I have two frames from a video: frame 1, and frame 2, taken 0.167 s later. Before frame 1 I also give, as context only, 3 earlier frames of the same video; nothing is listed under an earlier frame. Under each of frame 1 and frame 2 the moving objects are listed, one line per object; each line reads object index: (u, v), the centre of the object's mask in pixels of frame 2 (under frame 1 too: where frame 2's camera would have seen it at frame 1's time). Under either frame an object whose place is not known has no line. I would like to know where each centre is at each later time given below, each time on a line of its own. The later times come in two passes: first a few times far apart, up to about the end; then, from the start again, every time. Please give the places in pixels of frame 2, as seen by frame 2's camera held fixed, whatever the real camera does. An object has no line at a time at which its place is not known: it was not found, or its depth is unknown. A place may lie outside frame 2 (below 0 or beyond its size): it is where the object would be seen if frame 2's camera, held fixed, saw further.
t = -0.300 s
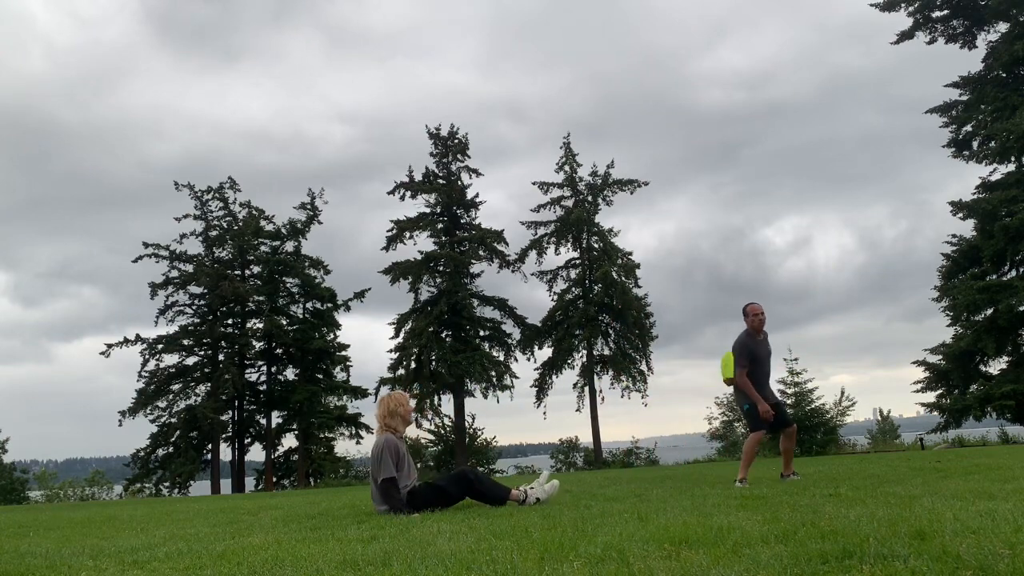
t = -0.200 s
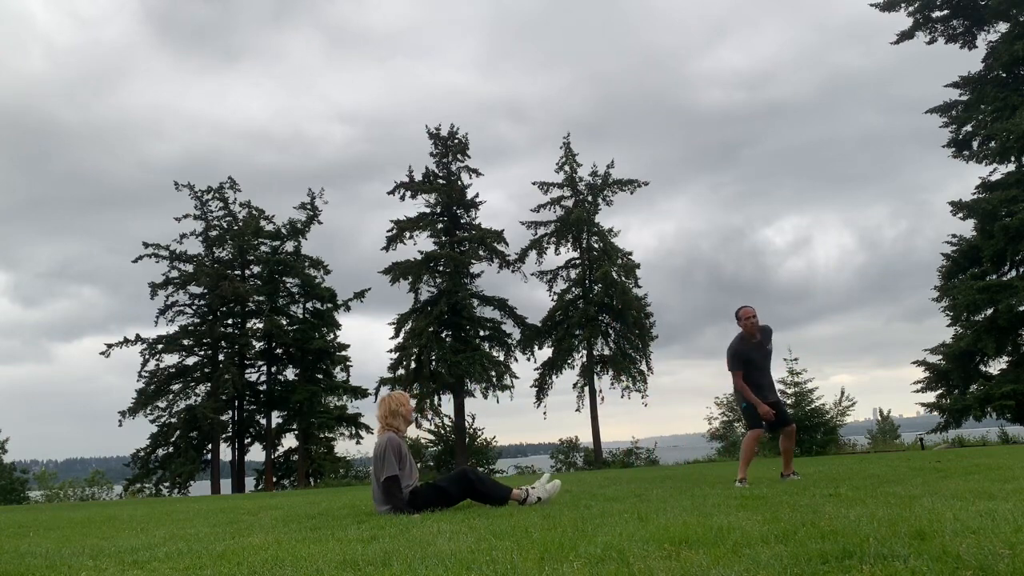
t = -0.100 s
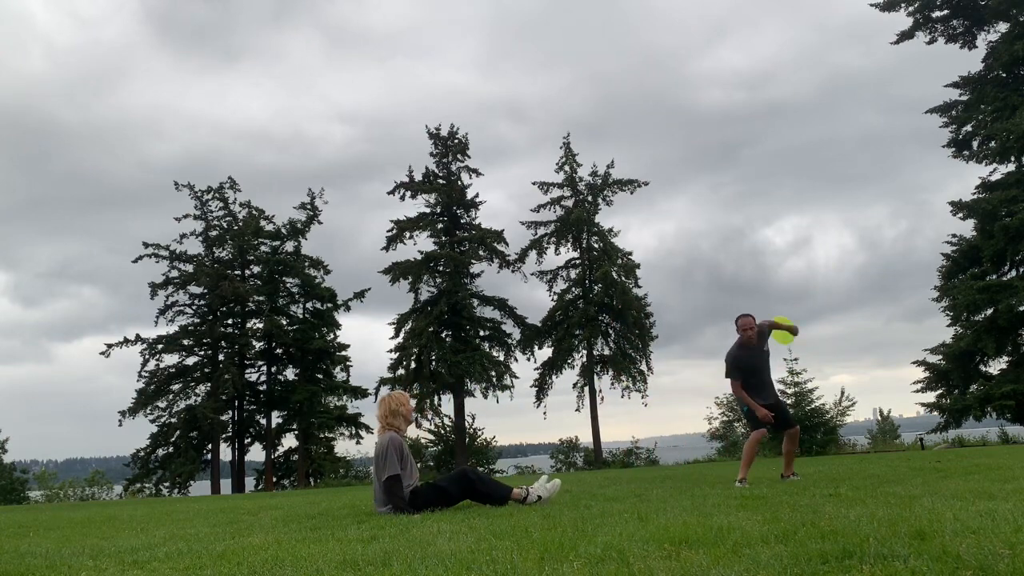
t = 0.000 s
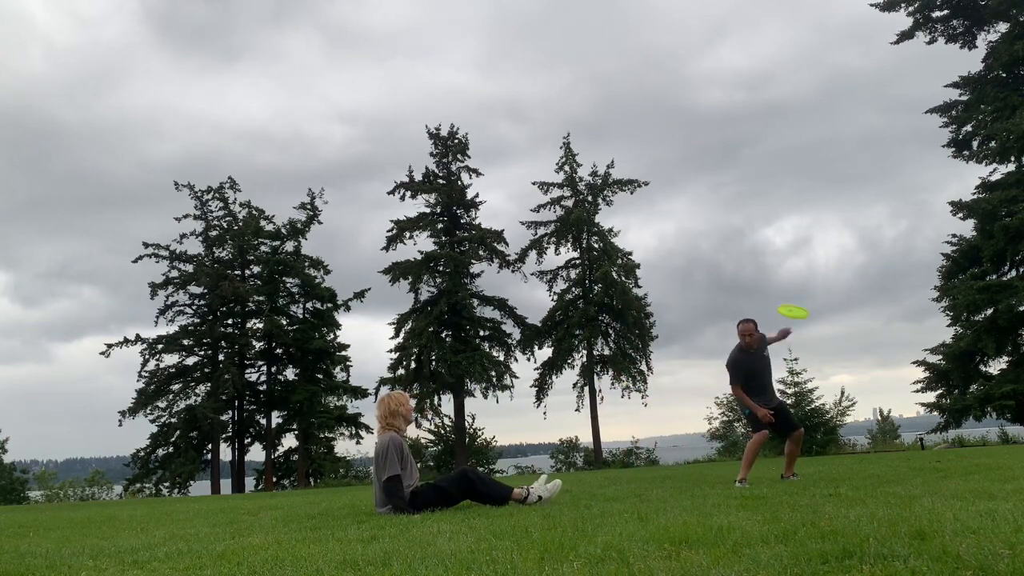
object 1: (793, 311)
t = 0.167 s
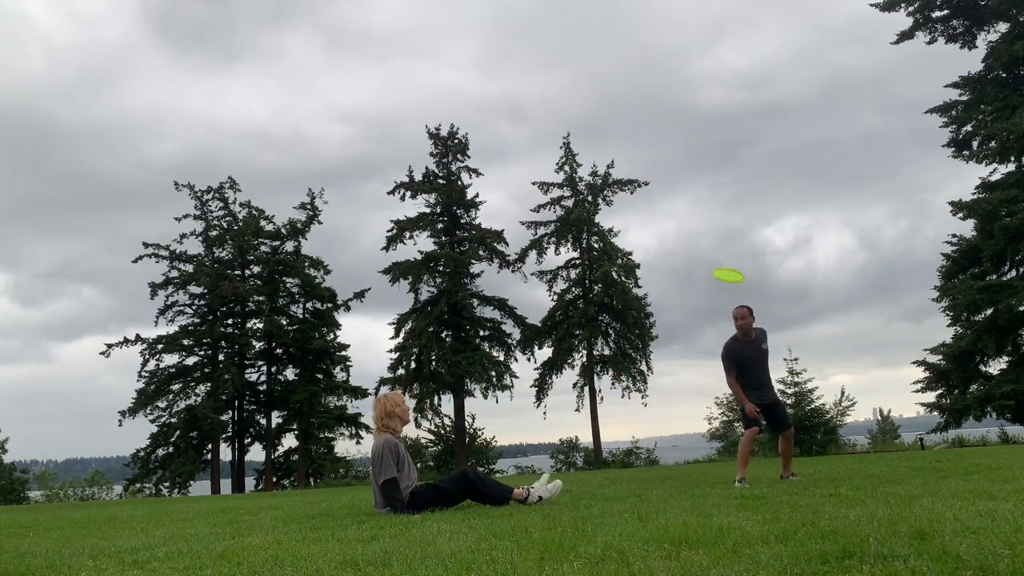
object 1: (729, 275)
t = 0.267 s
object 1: (692, 263)
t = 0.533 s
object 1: (602, 258)
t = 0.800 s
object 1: (527, 295)
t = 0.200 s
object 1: (716, 270)
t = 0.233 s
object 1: (704, 266)
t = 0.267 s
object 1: (692, 263)
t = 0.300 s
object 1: (680, 260)
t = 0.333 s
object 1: (669, 258)
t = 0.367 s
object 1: (656, 256)
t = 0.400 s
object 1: (645, 255)
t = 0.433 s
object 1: (634, 255)
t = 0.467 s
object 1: (623, 256)
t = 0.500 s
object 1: (612, 256)
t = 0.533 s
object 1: (602, 258)
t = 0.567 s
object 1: (592, 261)
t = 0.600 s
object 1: (582, 264)
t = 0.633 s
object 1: (572, 267)
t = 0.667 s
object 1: (563, 272)
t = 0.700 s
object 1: (553, 276)
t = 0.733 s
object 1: (544, 282)
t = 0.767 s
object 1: (535, 288)
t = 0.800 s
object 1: (527, 295)
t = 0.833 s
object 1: (519, 303)
